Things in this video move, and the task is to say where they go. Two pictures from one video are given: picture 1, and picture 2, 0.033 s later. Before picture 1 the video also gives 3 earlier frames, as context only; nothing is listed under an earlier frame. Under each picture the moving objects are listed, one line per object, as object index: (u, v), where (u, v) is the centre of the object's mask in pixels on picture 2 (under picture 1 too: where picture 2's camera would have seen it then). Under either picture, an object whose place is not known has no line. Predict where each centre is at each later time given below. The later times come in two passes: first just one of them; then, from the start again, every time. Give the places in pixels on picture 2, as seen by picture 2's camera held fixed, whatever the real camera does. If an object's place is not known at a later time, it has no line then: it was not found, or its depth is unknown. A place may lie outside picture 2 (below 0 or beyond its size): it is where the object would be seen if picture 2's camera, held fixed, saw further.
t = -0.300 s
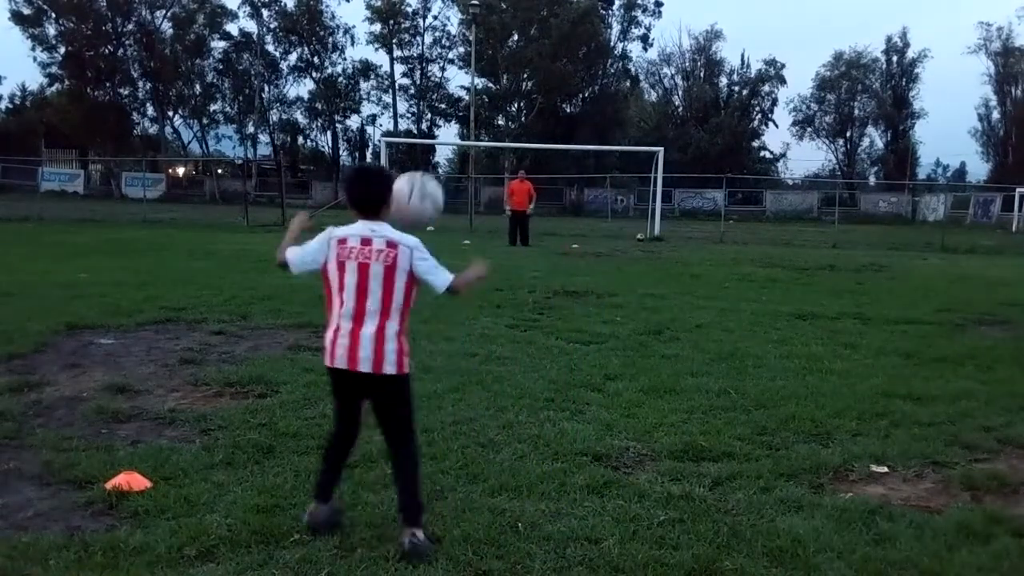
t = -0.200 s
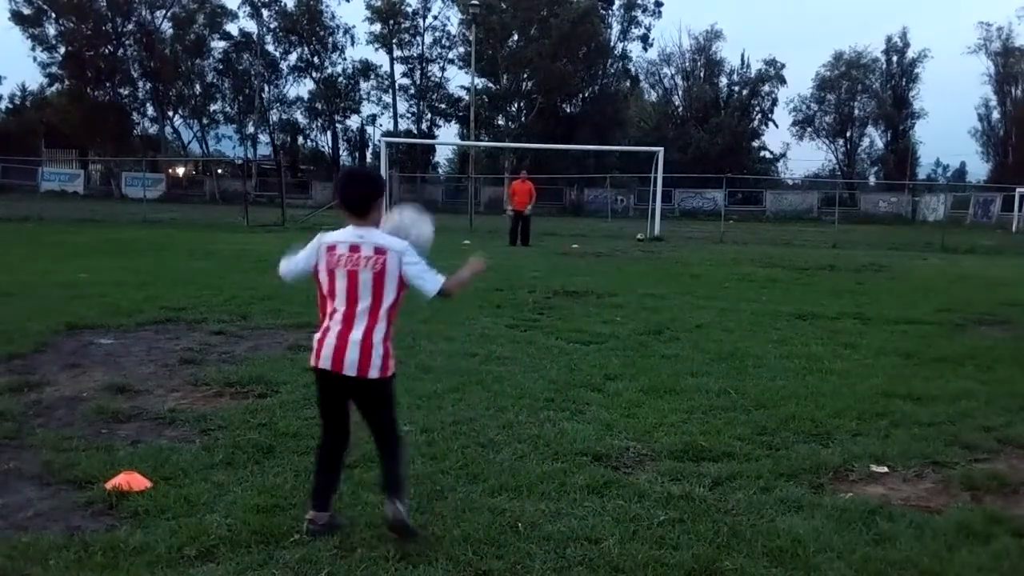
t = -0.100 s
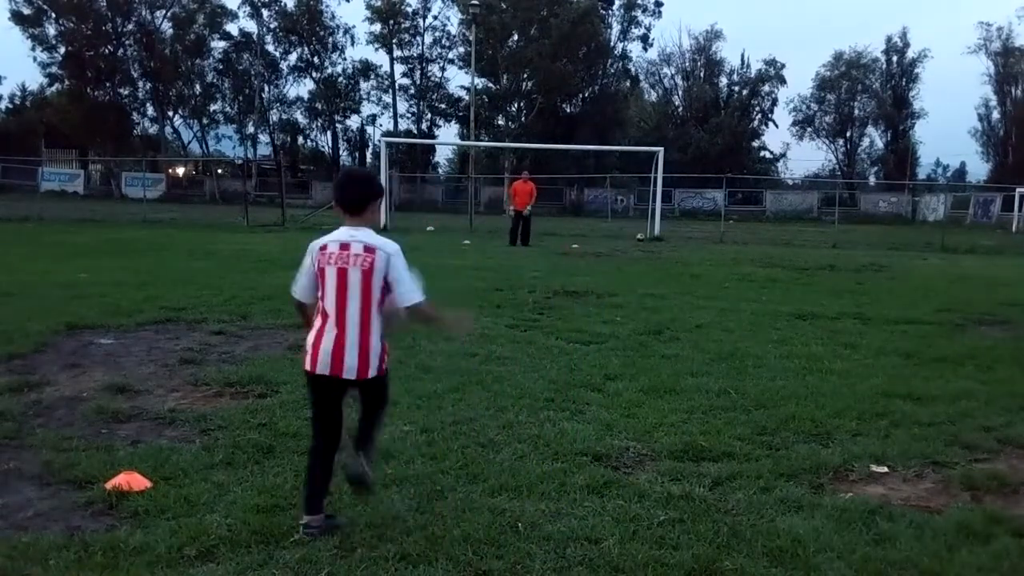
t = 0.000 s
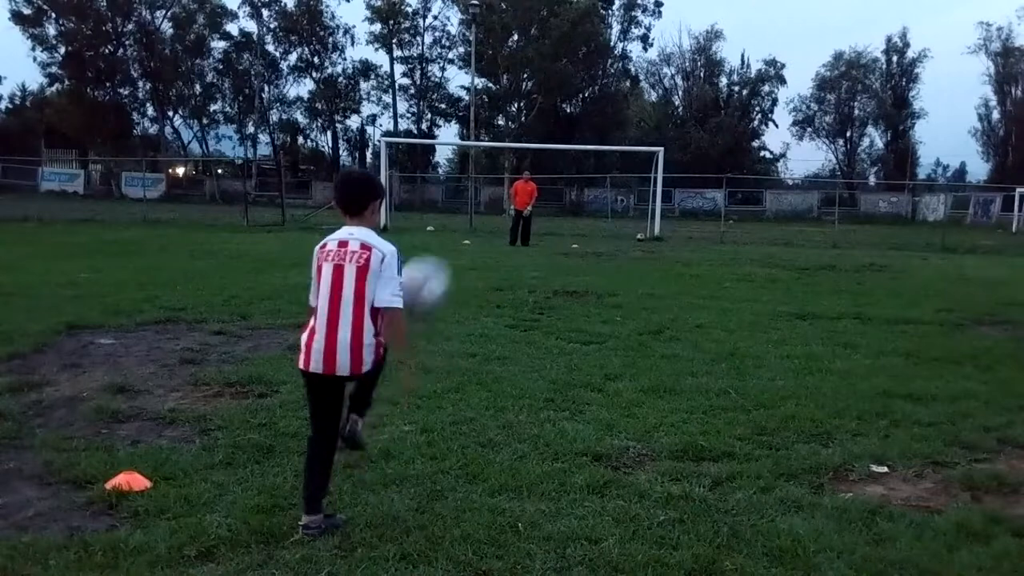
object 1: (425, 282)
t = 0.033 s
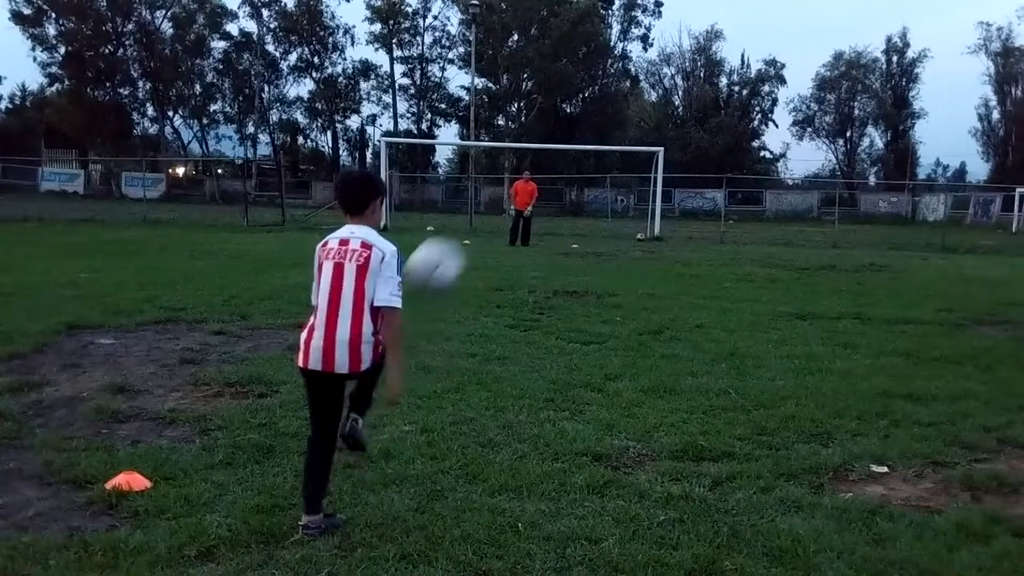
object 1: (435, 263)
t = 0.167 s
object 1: (491, 217)
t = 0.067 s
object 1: (450, 248)
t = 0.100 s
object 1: (463, 235)
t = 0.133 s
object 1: (478, 226)
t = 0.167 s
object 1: (491, 217)
